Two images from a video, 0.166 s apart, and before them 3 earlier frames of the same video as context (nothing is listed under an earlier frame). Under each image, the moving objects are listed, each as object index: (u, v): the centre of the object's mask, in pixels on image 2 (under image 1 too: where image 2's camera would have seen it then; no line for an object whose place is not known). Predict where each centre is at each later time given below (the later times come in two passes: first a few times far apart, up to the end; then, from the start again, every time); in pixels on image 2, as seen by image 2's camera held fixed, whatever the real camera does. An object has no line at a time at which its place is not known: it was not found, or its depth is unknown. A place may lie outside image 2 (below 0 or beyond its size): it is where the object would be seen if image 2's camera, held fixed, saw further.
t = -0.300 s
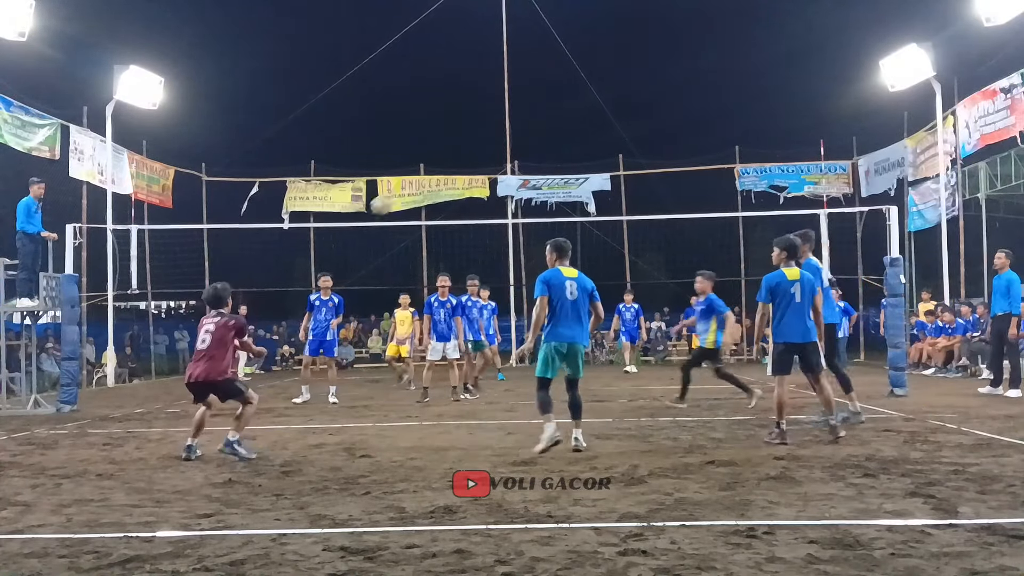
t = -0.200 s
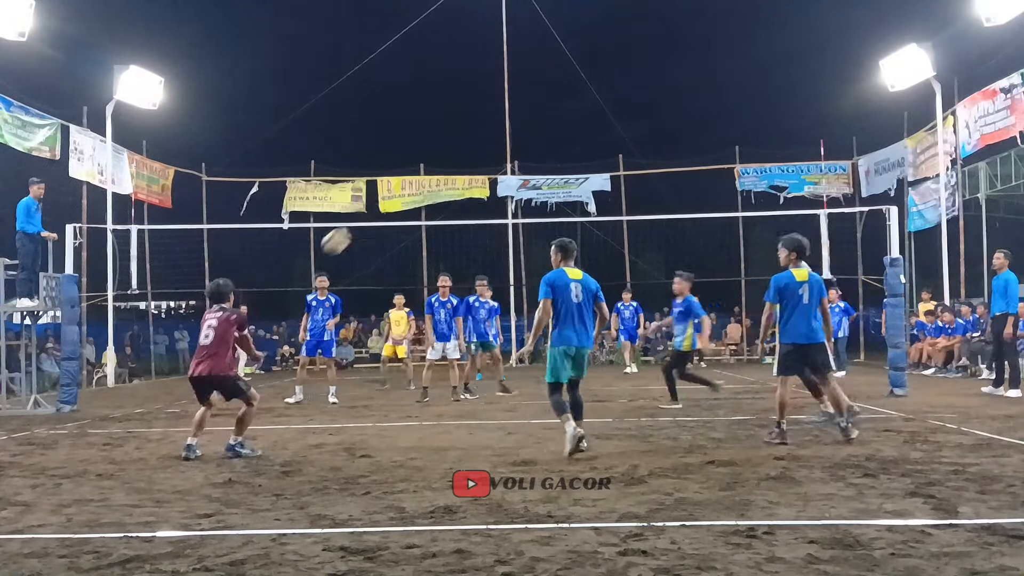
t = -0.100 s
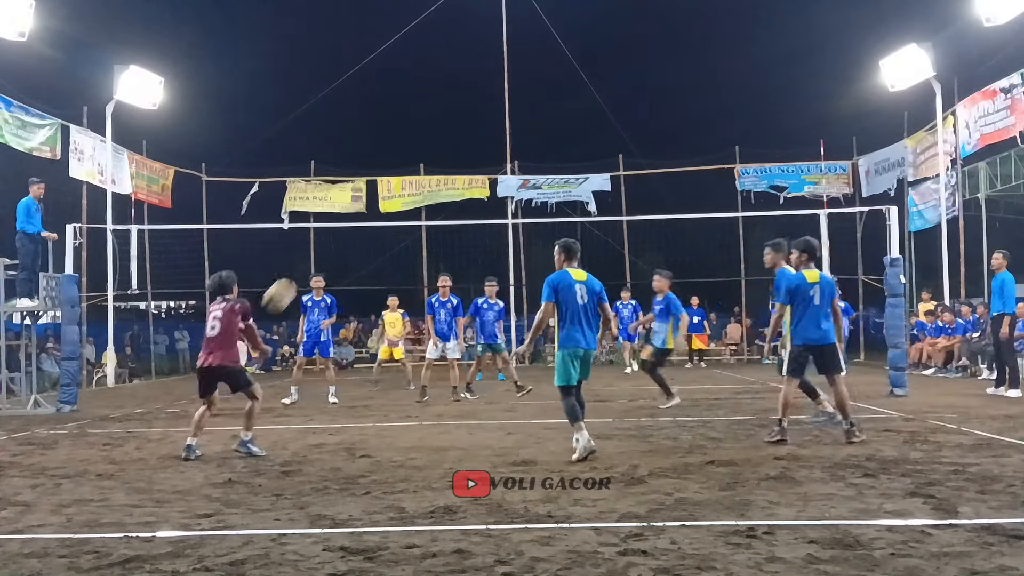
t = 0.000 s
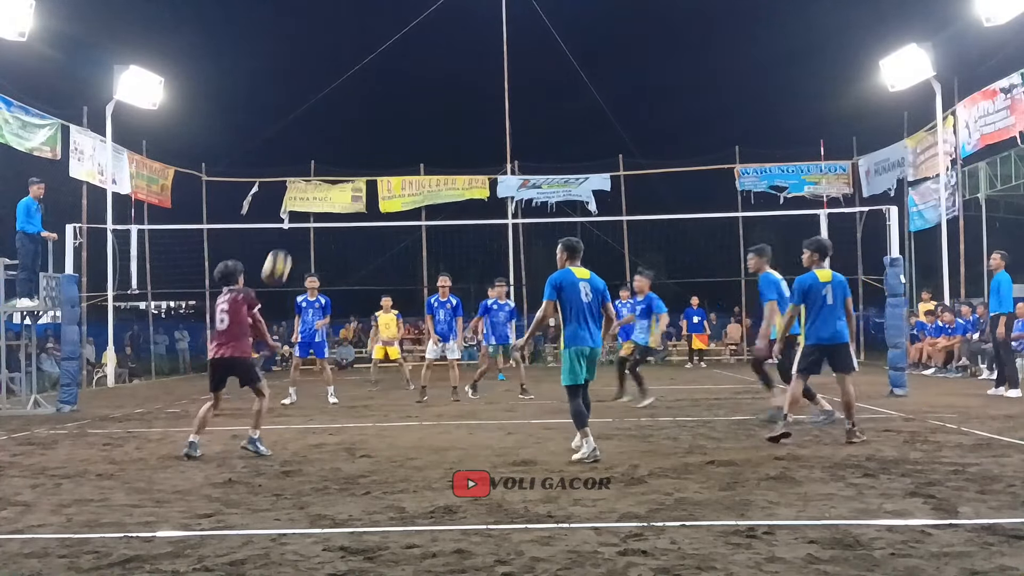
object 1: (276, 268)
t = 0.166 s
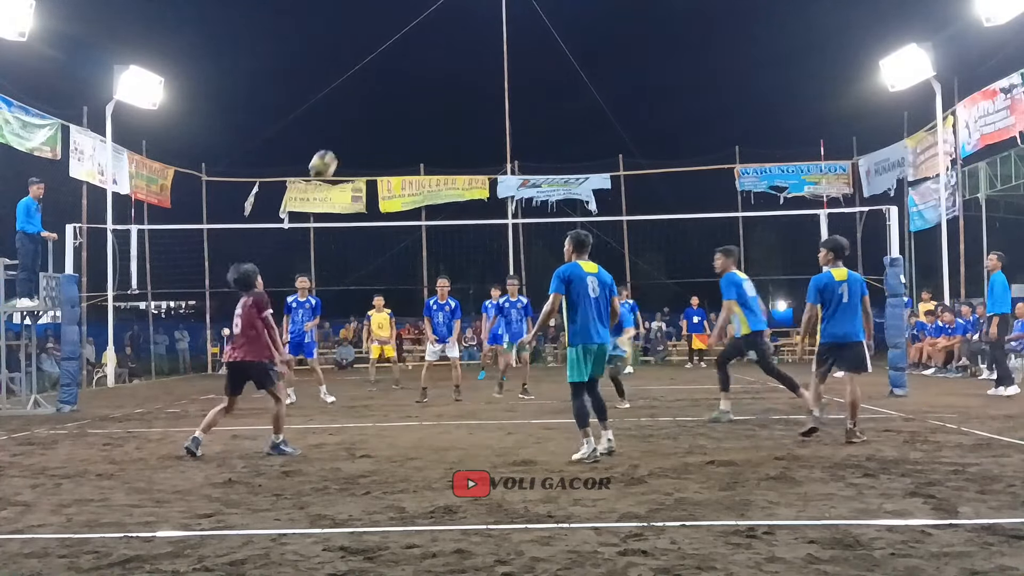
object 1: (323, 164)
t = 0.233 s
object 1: (340, 134)
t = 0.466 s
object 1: (396, 68)
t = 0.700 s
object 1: (447, 56)
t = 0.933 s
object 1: (493, 91)
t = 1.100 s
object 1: (525, 142)
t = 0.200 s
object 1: (332, 149)
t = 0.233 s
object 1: (340, 134)
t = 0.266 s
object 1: (349, 121)
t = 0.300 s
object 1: (357, 109)
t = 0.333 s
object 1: (365, 98)
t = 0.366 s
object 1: (373, 89)
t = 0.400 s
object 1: (381, 81)
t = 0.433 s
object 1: (389, 74)
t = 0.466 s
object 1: (396, 68)
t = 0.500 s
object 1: (404, 63)
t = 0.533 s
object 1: (411, 59)
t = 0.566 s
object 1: (419, 57)
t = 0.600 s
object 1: (426, 55)
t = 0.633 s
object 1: (433, 54)
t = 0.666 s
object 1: (440, 54)
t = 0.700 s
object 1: (447, 56)
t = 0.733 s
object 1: (454, 58)
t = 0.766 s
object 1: (461, 61)
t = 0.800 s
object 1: (467, 65)
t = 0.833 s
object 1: (474, 70)
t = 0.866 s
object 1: (480, 76)
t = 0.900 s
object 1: (487, 83)
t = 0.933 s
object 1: (493, 91)
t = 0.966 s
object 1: (500, 100)
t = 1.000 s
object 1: (506, 109)
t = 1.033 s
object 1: (512, 119)
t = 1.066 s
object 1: (518, 130)
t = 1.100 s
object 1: (525, 142)
